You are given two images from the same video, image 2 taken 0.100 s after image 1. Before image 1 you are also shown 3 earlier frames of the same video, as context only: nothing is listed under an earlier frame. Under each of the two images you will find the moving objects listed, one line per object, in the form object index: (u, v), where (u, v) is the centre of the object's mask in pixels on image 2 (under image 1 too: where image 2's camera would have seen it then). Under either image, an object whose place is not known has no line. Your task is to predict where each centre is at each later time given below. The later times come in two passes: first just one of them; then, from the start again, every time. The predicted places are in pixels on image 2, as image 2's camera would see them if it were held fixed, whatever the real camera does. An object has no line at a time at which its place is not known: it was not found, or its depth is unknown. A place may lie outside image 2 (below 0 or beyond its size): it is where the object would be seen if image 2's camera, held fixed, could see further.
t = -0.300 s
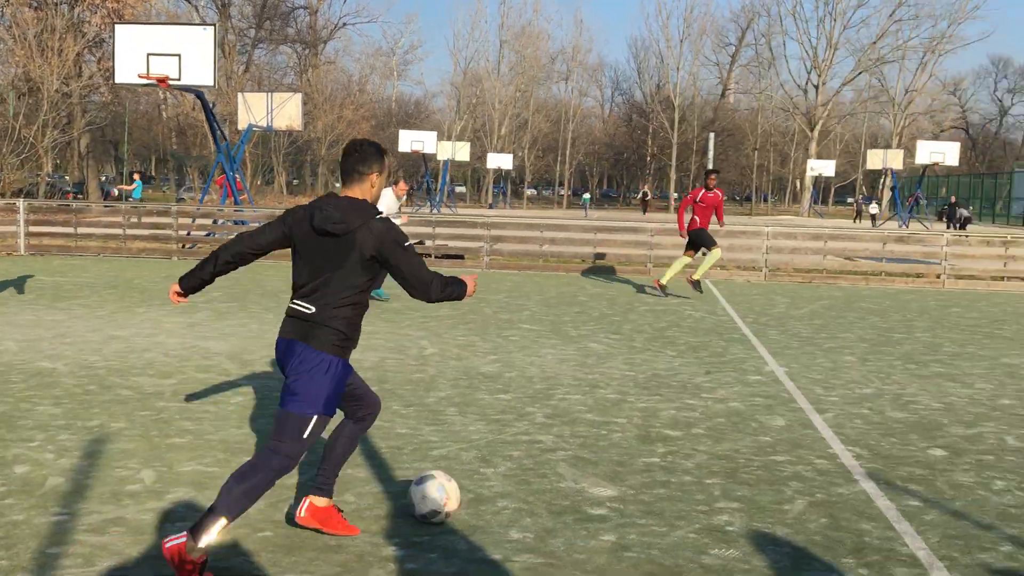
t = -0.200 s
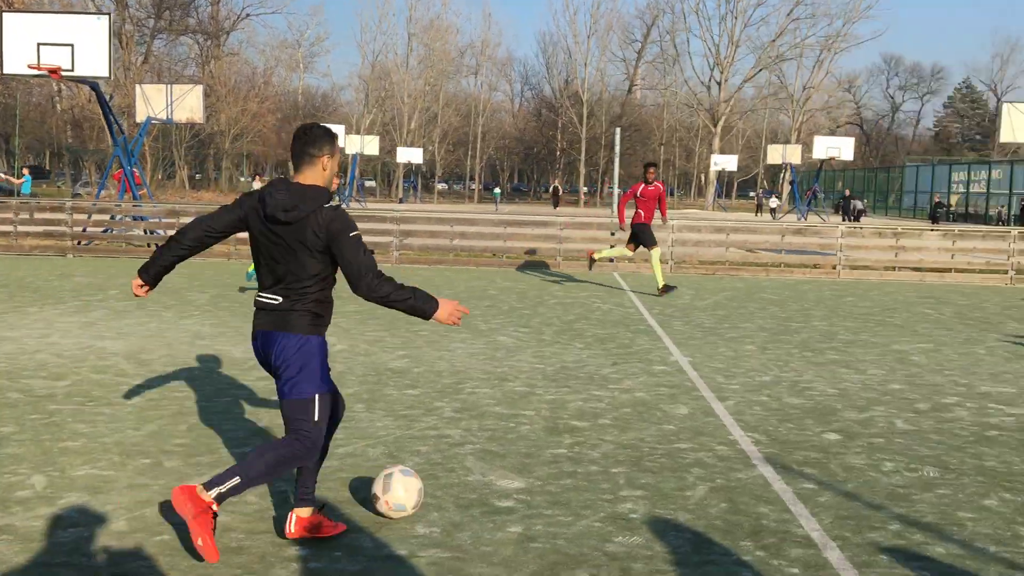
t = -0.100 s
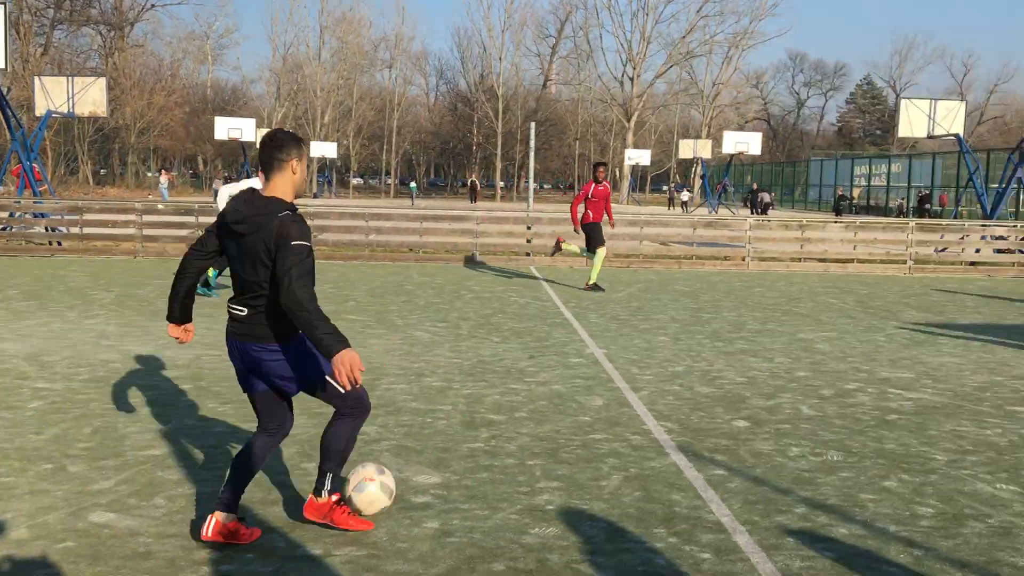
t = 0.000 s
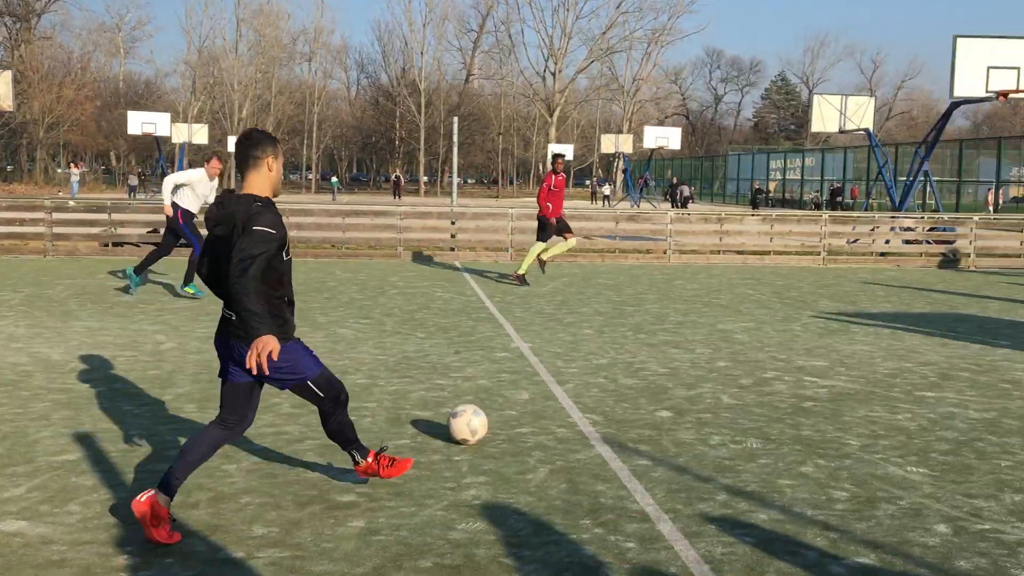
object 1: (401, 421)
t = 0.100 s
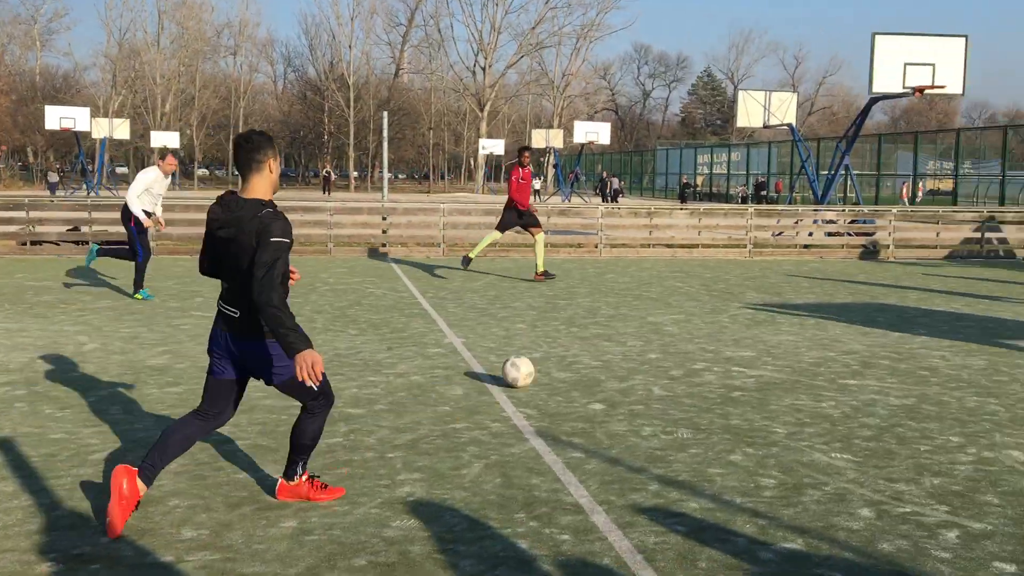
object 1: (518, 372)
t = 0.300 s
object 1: (641, 320)
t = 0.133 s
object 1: (546, 360)
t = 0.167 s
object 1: (569, 349)
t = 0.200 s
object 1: (591, 340)
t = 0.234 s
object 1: (609, 333)
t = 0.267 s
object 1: (626, 327)
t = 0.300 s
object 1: (641, 320)
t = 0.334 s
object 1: (654, 315)
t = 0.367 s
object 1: (666, 311)
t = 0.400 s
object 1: (677, 305)
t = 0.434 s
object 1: (687, 301)
